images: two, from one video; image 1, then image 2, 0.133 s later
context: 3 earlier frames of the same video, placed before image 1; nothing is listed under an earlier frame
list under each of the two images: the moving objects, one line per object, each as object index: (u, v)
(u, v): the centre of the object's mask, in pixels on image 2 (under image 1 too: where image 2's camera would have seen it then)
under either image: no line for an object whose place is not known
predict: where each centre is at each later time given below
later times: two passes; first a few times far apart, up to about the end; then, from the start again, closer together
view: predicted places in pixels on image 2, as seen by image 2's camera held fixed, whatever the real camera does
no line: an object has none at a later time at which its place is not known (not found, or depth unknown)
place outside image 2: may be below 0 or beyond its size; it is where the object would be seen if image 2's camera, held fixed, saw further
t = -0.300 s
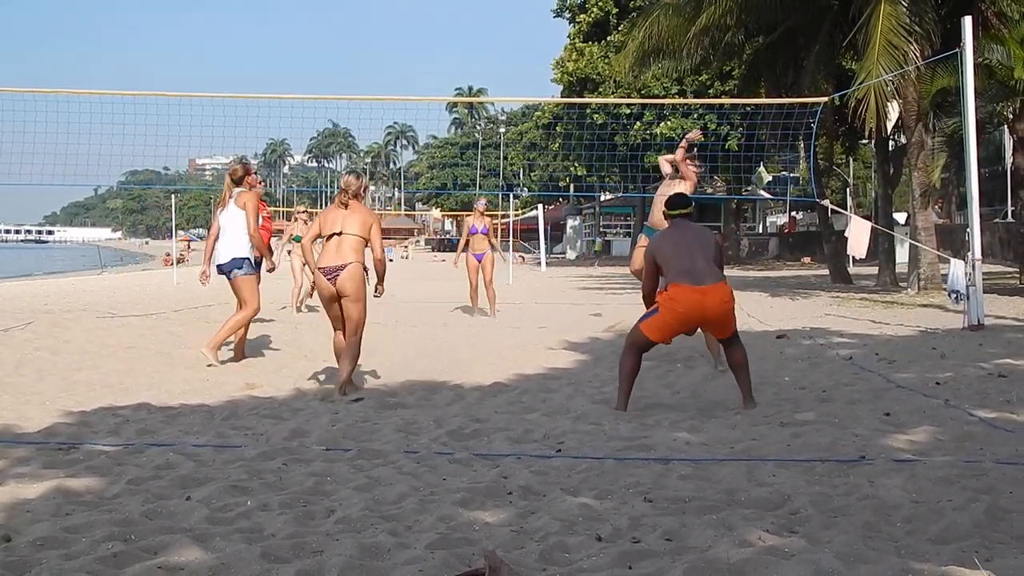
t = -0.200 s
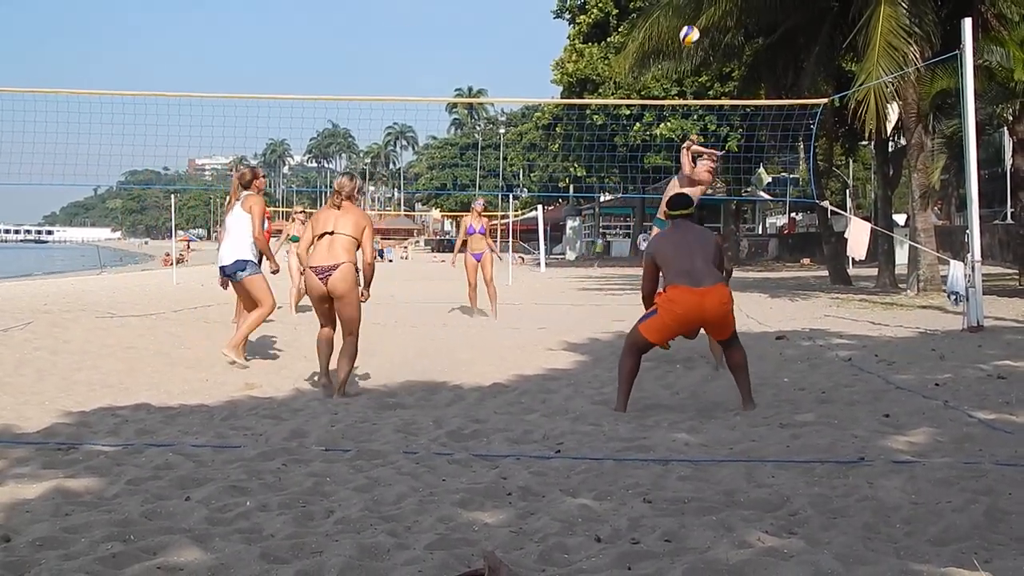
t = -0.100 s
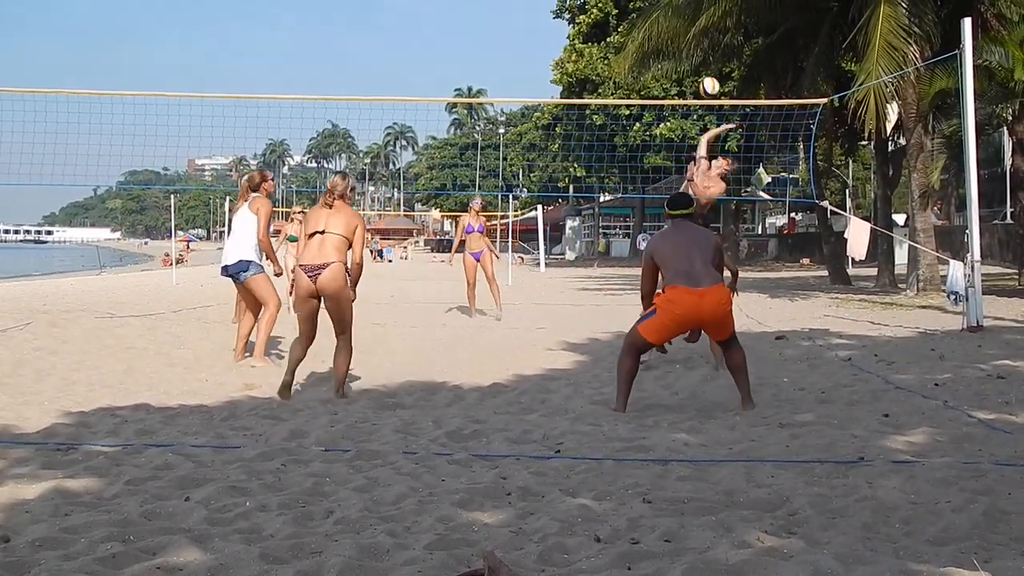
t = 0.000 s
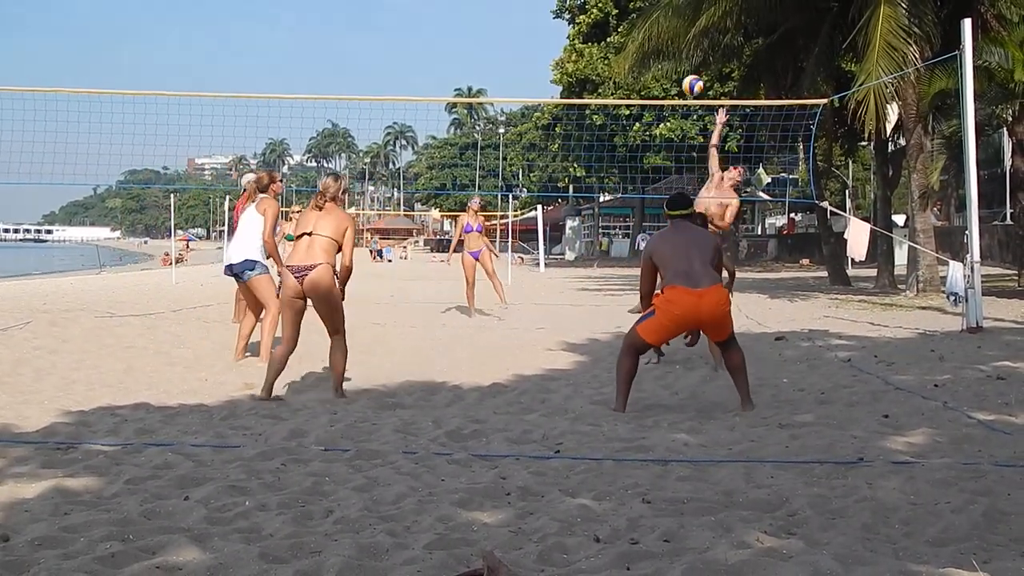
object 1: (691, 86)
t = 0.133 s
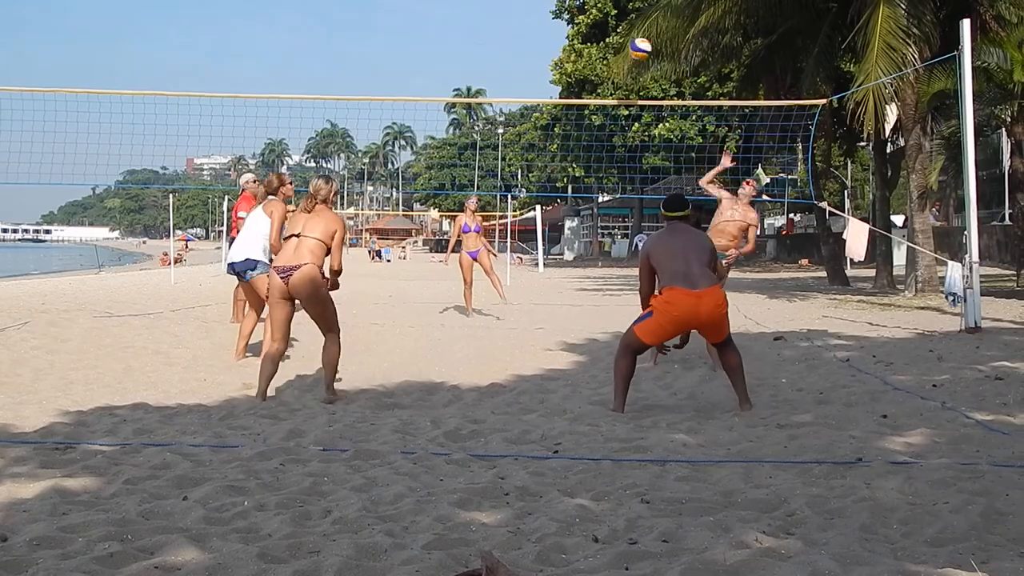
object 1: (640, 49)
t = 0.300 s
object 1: (570, 27)
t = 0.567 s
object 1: (444, 54)
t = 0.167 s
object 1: (626, 41)
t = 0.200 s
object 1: (613, 36)
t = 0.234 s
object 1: (598, 32)
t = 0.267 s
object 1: (585, 28)
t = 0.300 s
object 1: (570, 27)
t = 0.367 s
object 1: (541, 25)
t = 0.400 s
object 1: (525, 27)
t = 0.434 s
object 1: (510, 29)
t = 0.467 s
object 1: (494, 34)
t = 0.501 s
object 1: (477, 39)
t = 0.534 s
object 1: (461, 46)
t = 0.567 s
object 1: (444, 54)
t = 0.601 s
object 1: (426, 64)
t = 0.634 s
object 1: (408, 76)
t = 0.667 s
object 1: (389, 89)
